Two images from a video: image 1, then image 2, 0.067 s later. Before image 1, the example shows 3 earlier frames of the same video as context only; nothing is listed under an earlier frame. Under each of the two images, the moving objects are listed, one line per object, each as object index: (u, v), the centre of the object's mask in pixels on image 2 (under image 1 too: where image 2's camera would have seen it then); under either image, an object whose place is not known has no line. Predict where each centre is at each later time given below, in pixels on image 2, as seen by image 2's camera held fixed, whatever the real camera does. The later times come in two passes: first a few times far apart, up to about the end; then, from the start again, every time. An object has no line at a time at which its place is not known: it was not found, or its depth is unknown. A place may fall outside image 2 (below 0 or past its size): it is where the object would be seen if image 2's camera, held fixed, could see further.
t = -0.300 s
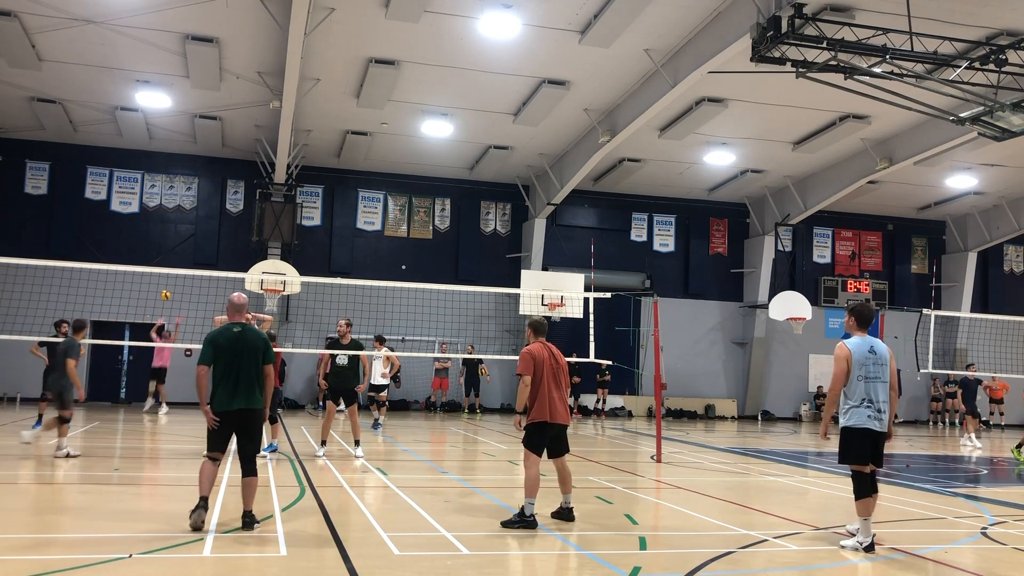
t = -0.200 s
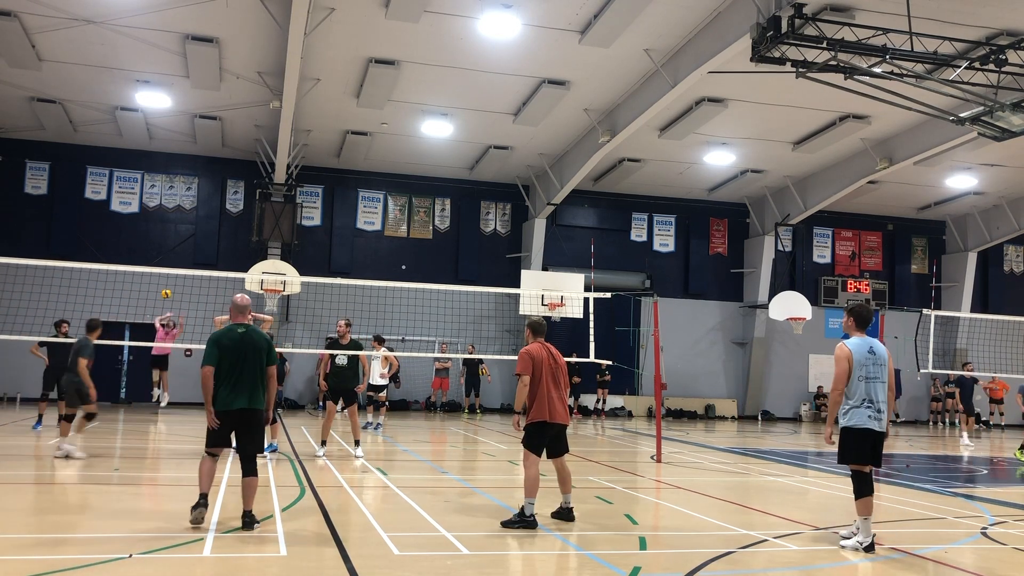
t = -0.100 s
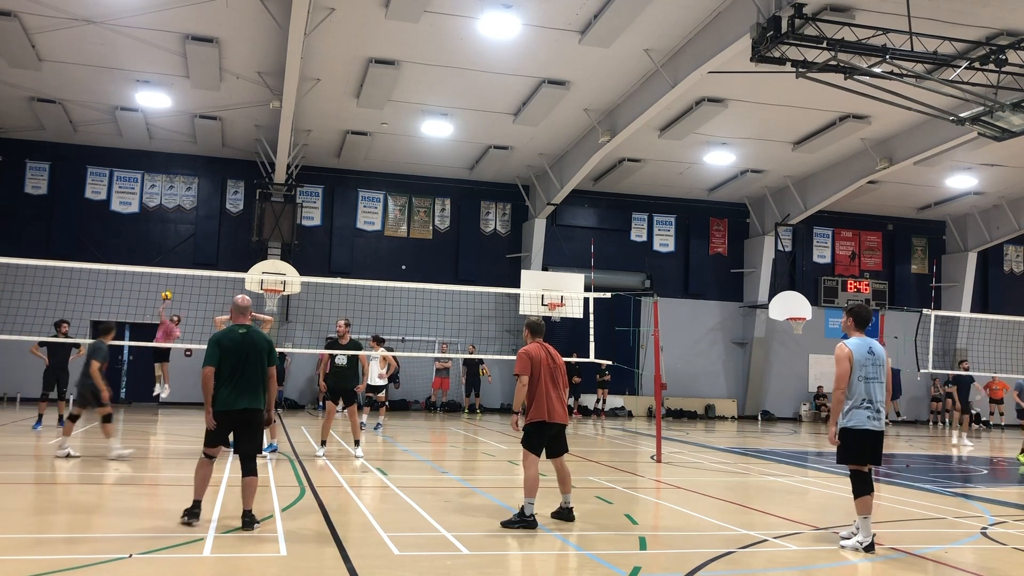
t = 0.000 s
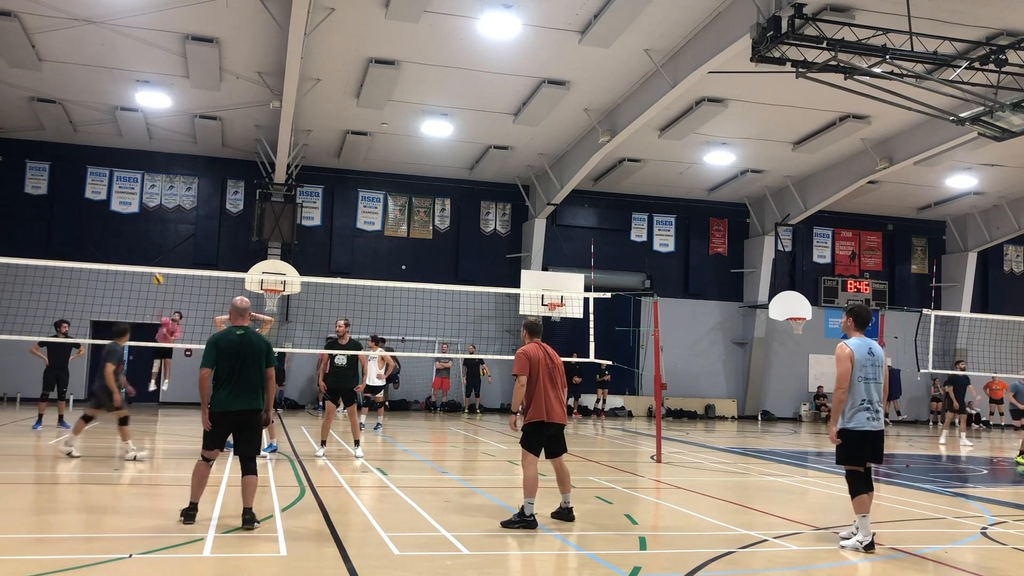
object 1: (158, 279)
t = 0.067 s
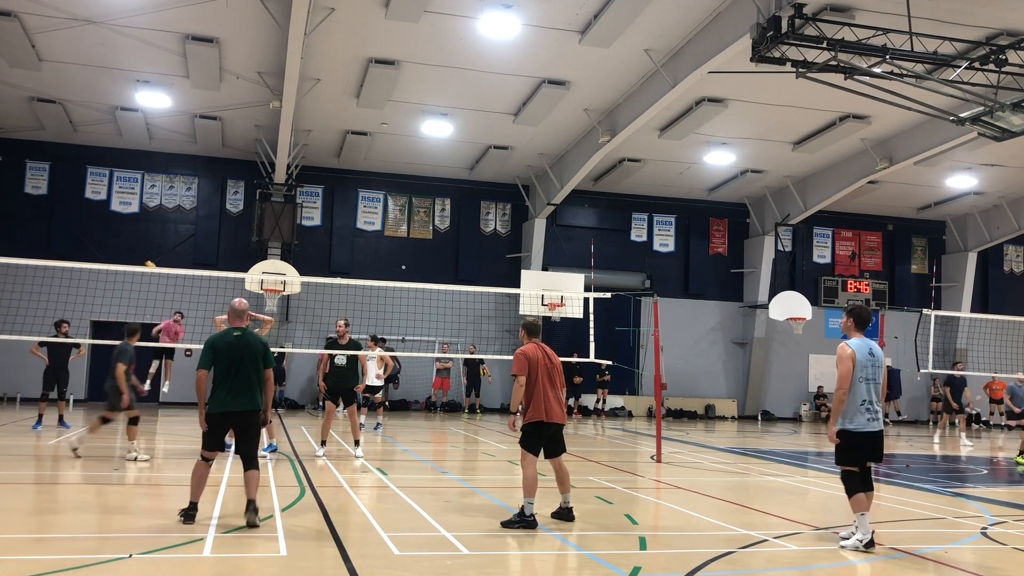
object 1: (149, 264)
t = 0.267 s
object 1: (117, 243)
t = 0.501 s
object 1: (51, 239)
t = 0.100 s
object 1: (146, 261)
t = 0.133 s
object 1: (141, 258)
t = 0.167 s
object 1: (135, 253)
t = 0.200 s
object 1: (130, 250)
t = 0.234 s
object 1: (123, 246)
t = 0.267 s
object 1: (117, 243)
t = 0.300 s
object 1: (109, 240)
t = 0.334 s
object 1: (101, 238)
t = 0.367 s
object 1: (93, 237)
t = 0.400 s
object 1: (84, 236)
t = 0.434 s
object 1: (74, 236)
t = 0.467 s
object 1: (63, 237)
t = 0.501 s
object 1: (51, 239)
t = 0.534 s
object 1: (38, 241)
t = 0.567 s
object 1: (24, 244)
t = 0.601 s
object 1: (11, 248)
